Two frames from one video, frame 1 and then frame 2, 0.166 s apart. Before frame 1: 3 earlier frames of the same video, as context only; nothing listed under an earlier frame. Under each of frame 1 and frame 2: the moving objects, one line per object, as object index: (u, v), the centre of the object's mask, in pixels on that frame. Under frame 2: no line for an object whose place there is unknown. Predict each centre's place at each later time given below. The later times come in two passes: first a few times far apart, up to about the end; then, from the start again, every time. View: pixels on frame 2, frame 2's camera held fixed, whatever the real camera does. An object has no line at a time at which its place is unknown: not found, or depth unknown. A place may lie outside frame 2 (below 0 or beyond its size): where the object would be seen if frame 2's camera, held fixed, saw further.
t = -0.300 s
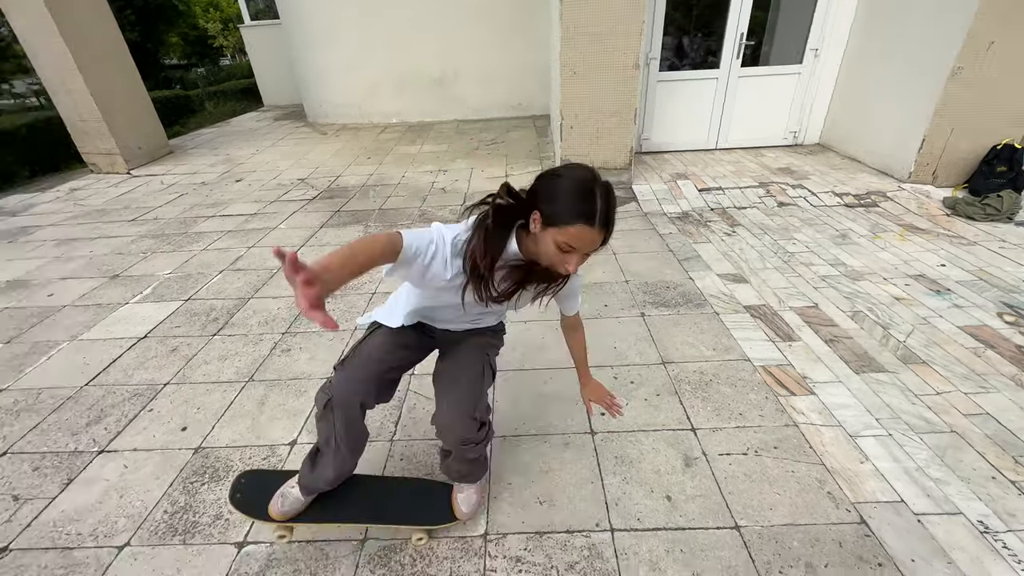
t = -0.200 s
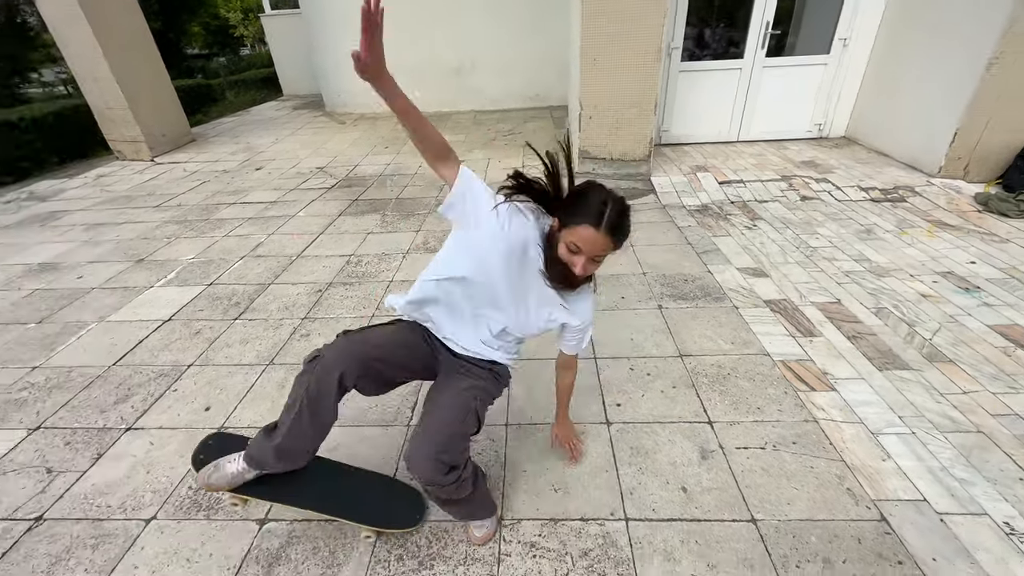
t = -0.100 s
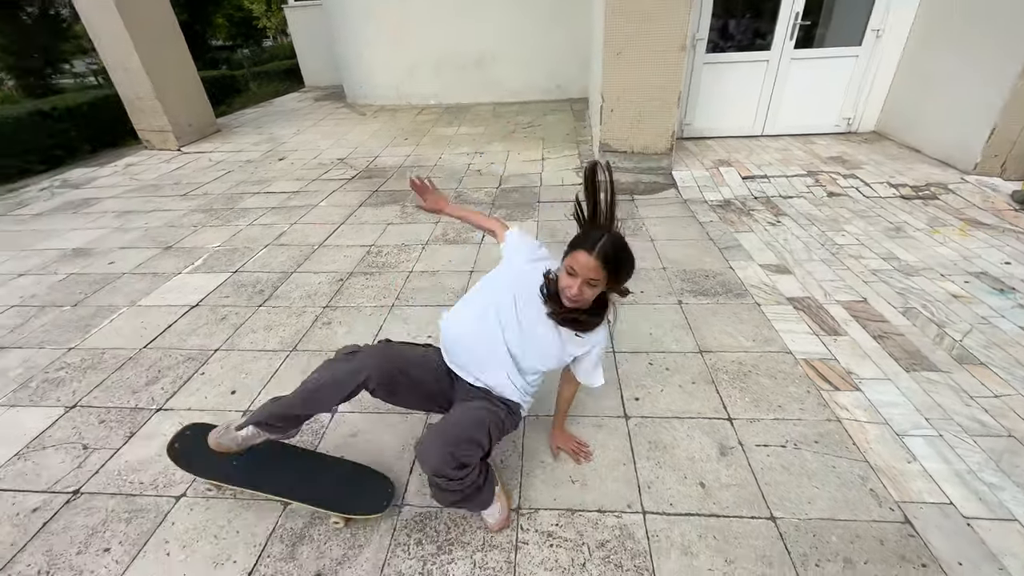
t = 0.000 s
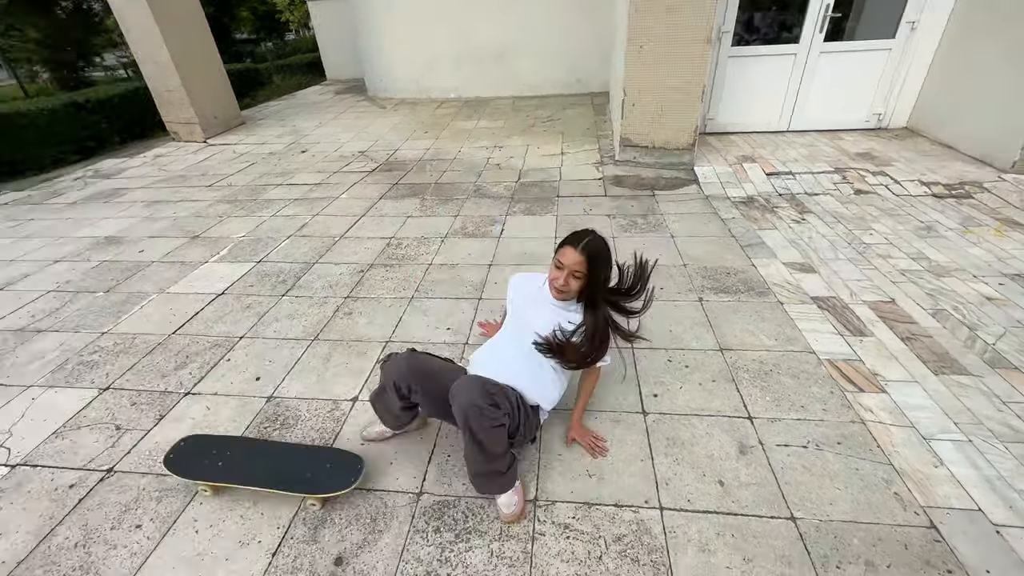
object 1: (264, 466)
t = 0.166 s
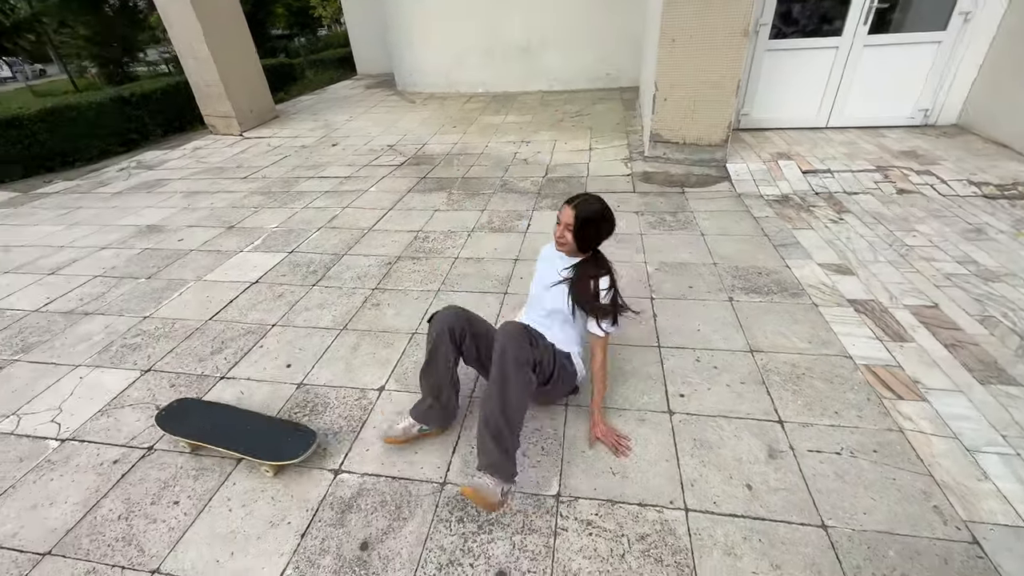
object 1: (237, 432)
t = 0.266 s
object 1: (203, 422)
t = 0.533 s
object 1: (126, 398)
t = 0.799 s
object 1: (61, 379)
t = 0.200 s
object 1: (225, 428)
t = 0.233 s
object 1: (214, 426)
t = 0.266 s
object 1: (203, 422)
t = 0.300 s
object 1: (192, 419)
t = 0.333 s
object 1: (182, 416)
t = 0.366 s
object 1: (172, 413)
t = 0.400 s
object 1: (163, 409)
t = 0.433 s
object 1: (153, 406)
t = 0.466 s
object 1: (144, 404)
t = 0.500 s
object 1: (135, 400)
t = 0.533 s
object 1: (126, 398)
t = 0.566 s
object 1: (116, 396)
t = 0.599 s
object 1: (108, 393)
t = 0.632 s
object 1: (100, 391)
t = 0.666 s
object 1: (91, 388)
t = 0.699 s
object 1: (83, 386)
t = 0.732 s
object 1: (76, 384)
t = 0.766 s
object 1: (68, 381)
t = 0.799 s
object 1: (61, 379)
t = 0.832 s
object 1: (54, 377)
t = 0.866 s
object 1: (47, 375)
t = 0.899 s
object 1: (41, 373)
